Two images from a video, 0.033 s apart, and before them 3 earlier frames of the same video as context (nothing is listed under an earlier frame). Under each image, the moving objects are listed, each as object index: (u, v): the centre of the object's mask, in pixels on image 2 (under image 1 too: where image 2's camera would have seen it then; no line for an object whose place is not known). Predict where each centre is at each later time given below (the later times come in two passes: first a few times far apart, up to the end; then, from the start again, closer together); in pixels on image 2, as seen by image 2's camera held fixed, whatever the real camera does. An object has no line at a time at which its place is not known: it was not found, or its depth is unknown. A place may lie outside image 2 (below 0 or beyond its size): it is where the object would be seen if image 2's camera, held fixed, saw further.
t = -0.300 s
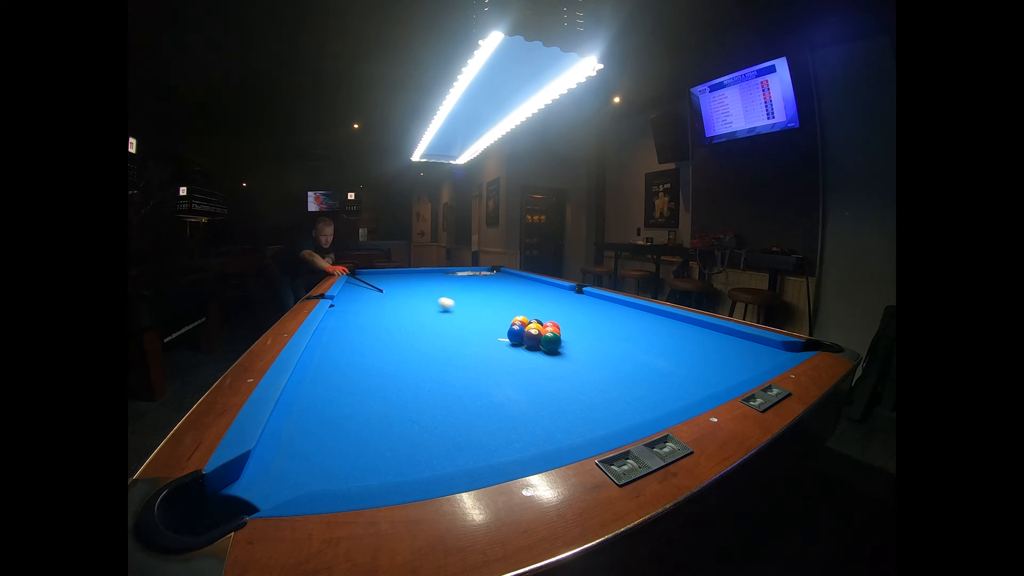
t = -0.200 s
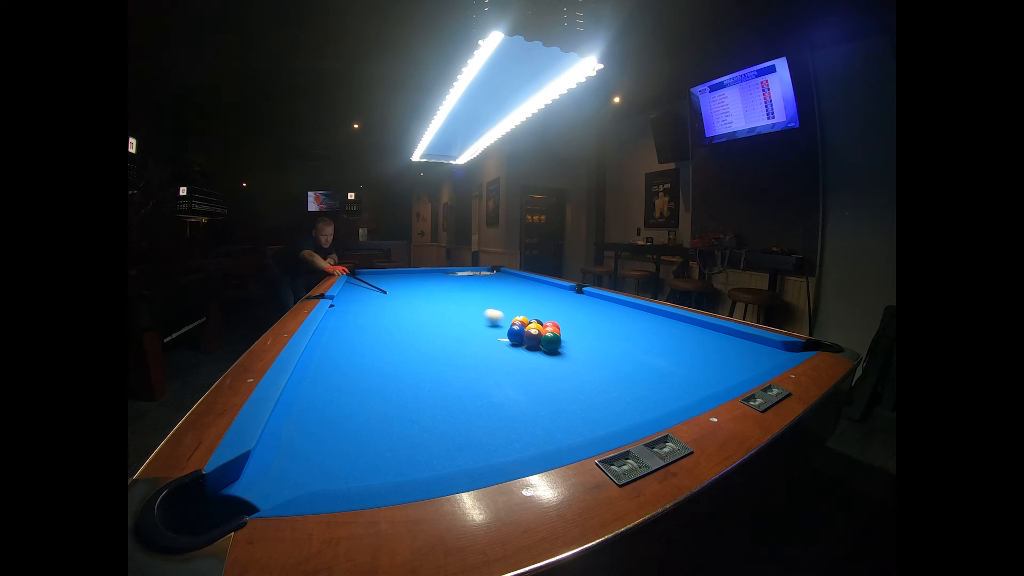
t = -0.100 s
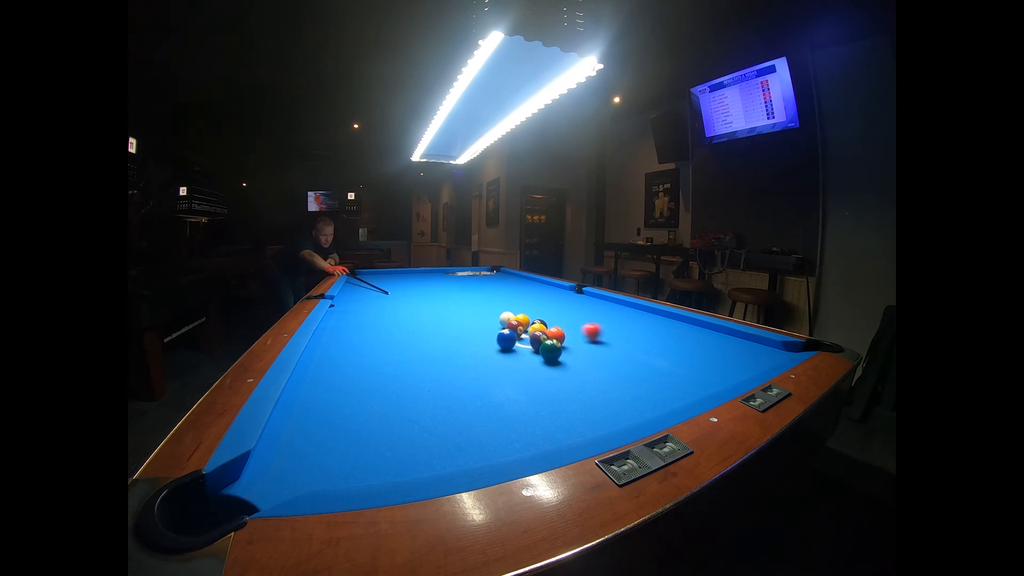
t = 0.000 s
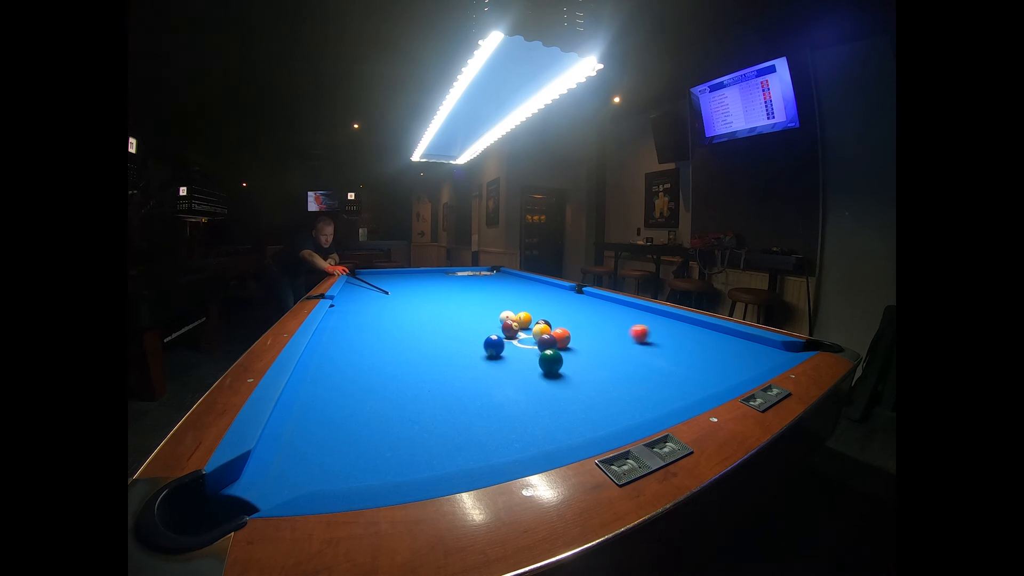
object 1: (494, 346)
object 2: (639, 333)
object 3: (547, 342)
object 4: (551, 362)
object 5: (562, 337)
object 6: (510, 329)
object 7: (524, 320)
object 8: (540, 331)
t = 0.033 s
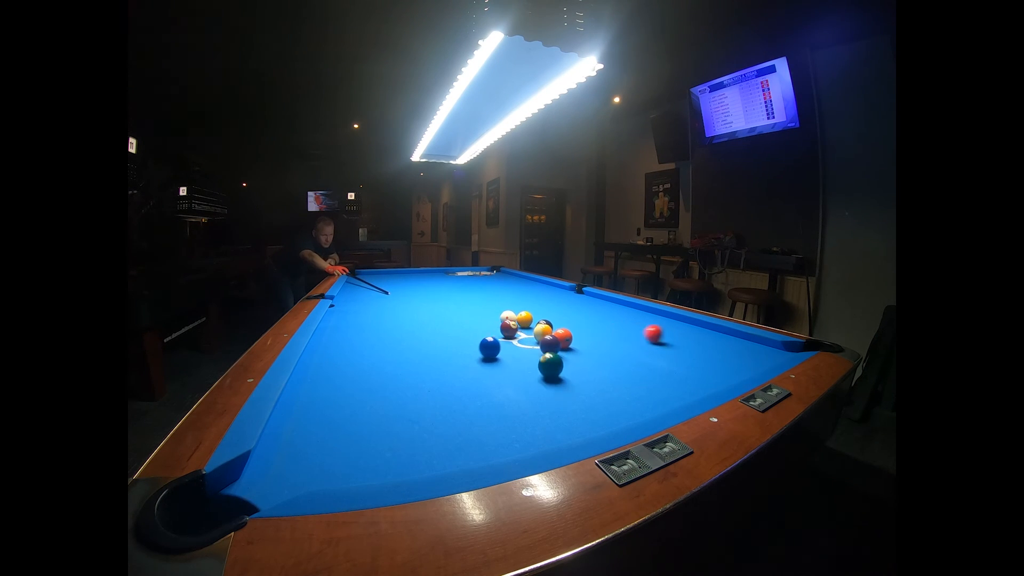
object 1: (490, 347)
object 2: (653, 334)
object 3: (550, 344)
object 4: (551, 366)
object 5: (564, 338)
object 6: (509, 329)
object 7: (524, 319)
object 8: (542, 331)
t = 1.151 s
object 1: (296, 446)
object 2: (697, 374)
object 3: (651, 384)
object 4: (426, 392)
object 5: (606, 346)
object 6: (478, 326)
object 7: (547, 303)
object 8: (568, 335)
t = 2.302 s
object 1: (417, 443)
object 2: (468, 378)
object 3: (665, 383)
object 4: (342, 351)
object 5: (616, 348)
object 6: (476, 325)
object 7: (558, 296)
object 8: (569, 335)
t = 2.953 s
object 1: (448, 425)
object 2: (361, 371)
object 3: (660, 380)
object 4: (321, 340)
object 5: (616, 348)
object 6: (476, 325)
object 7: (562, 294)
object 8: (568, 333)
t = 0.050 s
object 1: (487, 349)
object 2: (659, 334)
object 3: (551, 345)
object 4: (551, 368)
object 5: (565, 338)
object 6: (508, 329)
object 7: (525, 319)
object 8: (542, 332)
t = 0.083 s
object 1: (483, 351)
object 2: (672, 334)
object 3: (554, 347)
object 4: (551, 372)
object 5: (567, 338)
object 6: (507, 328)
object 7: (526, 318)
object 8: (544, 332)
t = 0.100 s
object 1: (480, 352)
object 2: (678, 334)
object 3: (555, 347)
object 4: (551, 374)
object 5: (567, 338)
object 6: (506, 328)
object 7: (526, 318)
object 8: (545, 332)
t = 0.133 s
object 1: (476, 354)
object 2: (690, 334)
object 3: (558, 348)
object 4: (550, 379)
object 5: (569, 337)
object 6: (505, 328)
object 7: (527, 317)
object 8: (546, 333)
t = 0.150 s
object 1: (473, 355)
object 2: (696, 334)
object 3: (559, 349)
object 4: (550, 381)
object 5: (570, 338)
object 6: (504, 328)
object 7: (528, 317)
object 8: (547, 333)
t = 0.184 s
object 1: (468, 357)
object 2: (707, 335)
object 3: (562, 350)
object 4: (550, 386)
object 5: (571, 338)
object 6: (503, 328)
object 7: (529, 316)
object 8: (548, 333)
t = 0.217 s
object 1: (463, 360)
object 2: (719, 335)
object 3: (565, 351)
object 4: (550, 392)
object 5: (573, 338)
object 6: (502, 328)
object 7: (529, 316)
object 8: (549, 333)
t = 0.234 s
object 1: (460, 361)
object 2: (724, 335)
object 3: (567, 352)
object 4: (550, 395)
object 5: (573, 338)
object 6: (501, 327)
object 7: (530, 316)
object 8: (550, 334)
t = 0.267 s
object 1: (455, 364)
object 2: (735, 335)
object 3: (569, 353)
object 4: (550, 400)
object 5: (575, 338)
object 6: (500, 328)
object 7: (530, 315)
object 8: (551, 334)
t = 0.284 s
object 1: (452, 365)
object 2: (740, 335)
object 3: (571, 353)
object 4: (550, 403)
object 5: (575, 338)
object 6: (499, 327)
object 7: (531, 315)
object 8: (551, 334)
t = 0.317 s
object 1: (446, 368)
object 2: (745, 336)
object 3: (574, 354)
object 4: (550, 411)
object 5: (577, 338)
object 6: (498, 327)
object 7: (532, 314)
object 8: (552, 334)
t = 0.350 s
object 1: (440, 370)
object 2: (745, 338)
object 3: (577, 355)
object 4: (549, 418)
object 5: (578, 339)
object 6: (497, 327)
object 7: (533, 313)
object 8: (553, 334)
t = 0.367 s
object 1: (437, 371)
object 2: (745, 339)
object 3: (578, 356)
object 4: (549, 422)
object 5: (579, 339)
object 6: (496, 327)
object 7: (533, 313)
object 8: (553, 334)
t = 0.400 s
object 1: (431, 374)
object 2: (745, 341)
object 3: (581, 357)
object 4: (549, 429)
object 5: (580, 340)
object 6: (495, 327)
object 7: (534, 313)
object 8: (554, 334)
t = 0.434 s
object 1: (425, 377)
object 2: (745, 343)
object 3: (584, 359)
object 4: (548, 434)
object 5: (581, 341)
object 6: (494, 327)
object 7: (534, 312)
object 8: (555, 334)
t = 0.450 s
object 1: (421, 378)
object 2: (746, 344)
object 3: (585, 359)
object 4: (546, 436)
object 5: (582, 341)
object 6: (494, 327)
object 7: (535, 312)
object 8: (556, 334)
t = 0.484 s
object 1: (415, 381)
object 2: (746, 346)
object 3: (589, 360)
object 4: (538, 435)
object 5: (583, 342)
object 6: (493, 327)
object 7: (535, 311)
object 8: (556, 334)
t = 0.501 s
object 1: (411, 382)
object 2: (747, 347)
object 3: (590, 361)
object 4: (534, 434)
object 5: (584, 342)
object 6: (492, 327)
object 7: (536, 311)
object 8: (557, 334)
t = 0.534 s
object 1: (404, 386)
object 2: (747, 349)
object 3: (593, 362)
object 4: (527, 433)
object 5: (585, 342)
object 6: (491, 327)
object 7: (536, 311)
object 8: (558, 334)
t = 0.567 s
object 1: (397, 389)
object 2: (748, 351)
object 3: (596, 363)
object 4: (520, 429)
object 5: (587, 343)
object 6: (490, 327)
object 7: (537, 310)
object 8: (558, 334)
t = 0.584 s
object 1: (393, 390)
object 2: (748, 352)
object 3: (598, 364)
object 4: (516, 428)
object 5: (588, 343)
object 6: (490, 327)
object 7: (538, 310)
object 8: (559, 334)
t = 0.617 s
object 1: (385, 394)
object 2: (749, 354)
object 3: (601, 365)
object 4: (509, 427)
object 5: (589, 344)
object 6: (489, 327)
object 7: (538, 309)
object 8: (560, 334)
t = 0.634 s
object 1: (381, 395)
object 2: (749, 355)
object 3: (602, 365)
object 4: (506, 425)
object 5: (590, 344)
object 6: (488, 327)
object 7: (538, 309)
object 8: (560, 334)
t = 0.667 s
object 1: (373, 399)
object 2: (750, 357)
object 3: (605, 367)
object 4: (499, 422)
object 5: (591, 344)
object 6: (487, 326)
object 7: (539, 309)
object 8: (561, 334)
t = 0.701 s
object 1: (365, 402)
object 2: (750, 360)
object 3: (608, 368)
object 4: (493, 419)
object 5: (592, 344)
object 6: (487, 327)
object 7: (540, 308)
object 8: (561, 334)
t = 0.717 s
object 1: (360, 404)
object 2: (751, 361)
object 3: (610, 369)
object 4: (490, 418)
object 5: (593, 344)
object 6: (486, 326)
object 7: (540, 308)
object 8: (562, 334)
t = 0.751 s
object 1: (352, 407)
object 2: (751, 363)
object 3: (613, 370)
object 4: (484, 417)
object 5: (594, 344)
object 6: (485, 326)
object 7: (541, 307)
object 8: (563, 335)
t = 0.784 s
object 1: (343, 411)
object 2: (752, 365)
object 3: (616, 371)
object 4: (478, 414)
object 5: (595, 345)
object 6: (485, 326)
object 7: (541, 307)
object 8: (563, 335)
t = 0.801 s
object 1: (338, 413)
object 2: (752, 365)
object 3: (618, 372)
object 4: (475, 413)
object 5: (596, 345)
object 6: (484, 326)
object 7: (541, 307)
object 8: (563, 335)
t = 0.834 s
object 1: (329, 417)
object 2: (750, 367)
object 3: (621, 373)
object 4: (470, 410)
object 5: (597, 345)
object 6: (484, 326)
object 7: (542, 307)
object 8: (564, 335)
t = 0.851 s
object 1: (324, 419)
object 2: (747, 368)
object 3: (623, 373)
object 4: (467, 410)
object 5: (597, 345)
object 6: (483, 326)
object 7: (542, 306)
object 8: (564, 335)
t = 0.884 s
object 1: (315, 422)
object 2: (742, 369)
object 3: (626, 375)
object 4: (462, 407)
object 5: (598, 345)
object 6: (483, 326)
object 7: (543, 306)
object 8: (565, 335)
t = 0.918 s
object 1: (305, 426)
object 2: (737, 370)
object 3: (629, 376)
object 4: (457, 405)
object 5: (599, 345)
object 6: (482, 326)
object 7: (543, 306)
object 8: (565, 335)
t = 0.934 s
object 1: (300, 429)
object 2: (734, 370)
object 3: (631, 376)
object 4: (454, 404)
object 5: (600, 345)
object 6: (482, 326)
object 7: (544, 306)
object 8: (565, 335)
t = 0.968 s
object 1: (290, 432)
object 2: (728, 371)
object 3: (634, 377)
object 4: (449, 402)
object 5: (601, 346)
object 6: (481, 326)
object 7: (544, 305)
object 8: (566, 335)
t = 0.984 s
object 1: (284, 435)
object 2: (726, 372)
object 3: (635, 378)
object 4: (447, 401)
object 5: (602, 346)
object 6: (481, 326)
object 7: (544, 305)
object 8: (566, 335)
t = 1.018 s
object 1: (278, 438)
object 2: (720, 373)
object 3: (639, 379)
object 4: (442, 399)
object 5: (603, 346)
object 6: (480, 326)
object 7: (545, 305)
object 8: (567, 335)
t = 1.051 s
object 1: (284, 441)
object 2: (714, 373)
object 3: (642, 380)
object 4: (438, 398)
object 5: (604, 346)
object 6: (480, 326)
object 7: (545, 304)
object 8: (567, 335)
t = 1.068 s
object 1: (286, 441)
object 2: (711, 373)
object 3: (643, 381)
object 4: (436, 396)
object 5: (604, 346)
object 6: (479, 326)
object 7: (545, 304)
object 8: (567, 335)
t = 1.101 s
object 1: (290, 443)
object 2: (705, 374)
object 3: (647, 382)
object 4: (432, 395)
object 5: (605, 346)
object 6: (479, 326)
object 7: (546, 304)
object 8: (568, 335)
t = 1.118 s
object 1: (292, 444)
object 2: (703, 374)
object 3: (648, 383)
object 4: (430, 394)
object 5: (605, 346)
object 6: (479, 326)
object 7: (546, 304)
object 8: (568, 335)
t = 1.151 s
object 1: (296, 446)
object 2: (697, 374)
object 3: (651, 384)
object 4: (426, 392)
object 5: (606, 346)
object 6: (478, 326)
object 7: (547, 303)
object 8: (568, 335)
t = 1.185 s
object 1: (300, 448)
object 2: (691, 375)
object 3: (654, 385)
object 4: (422, 390)
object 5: (607, 347)
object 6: (478, 326)
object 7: (547, 303)
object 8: (568, 335)
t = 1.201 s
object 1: (302, 449)
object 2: (687, 374)
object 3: (656, 386)
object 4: (420, 389)
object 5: (608, 347)
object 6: (478, 326)
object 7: (547, 303)
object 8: (568, 335)
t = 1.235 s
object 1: (306, 451)
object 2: (682, 375)
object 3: (659, 387)
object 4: (416, 387)
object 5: (608, 347)
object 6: (477, 326)
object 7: (548, 303)
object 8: (569, 335)
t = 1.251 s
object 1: (308, 452)
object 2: (679, 374)
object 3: (660, 387)
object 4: (414, 387)
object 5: (609, 347)
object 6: (477, 326)
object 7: (548, 302)
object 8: (569, 335)
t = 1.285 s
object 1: (313, 454)
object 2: (673, 372)
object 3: (664, 389)
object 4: (411, 385)
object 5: (610, 347)
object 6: (477, 326)
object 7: (548, 302)
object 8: (569, 335)
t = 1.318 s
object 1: (317, 456)
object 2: (665, 371)
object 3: (667, 390)
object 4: (407, 384)
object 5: (610, 347)
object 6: (477, 326)
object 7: (549, 302)
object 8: (569, 335)
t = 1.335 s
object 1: (319, 457)
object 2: (661, 372)
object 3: (668, 391)
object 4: (406, 383)
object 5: (610, 347)
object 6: (477, 326)
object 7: (549, 302)
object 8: (569, 335)
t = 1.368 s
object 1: (324, 459)
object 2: (654, 375)
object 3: (671, 392)
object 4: (402, 381)
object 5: (611, 347)
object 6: (476, 325)
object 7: (549, 301)
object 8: (569, 335)
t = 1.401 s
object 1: (328, 461)
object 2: (649, 377)
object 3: (674, 393)
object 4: (399, 380)
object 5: (612, 347)
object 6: (476, 325)
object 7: (550, 301)
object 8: (569, 335)
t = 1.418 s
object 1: (330, 462)
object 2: (646, 377)
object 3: (676, 393)
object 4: (398, 379)
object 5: (612, 347)
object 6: (476, 325)
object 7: (550, 301)
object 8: (569, 335)
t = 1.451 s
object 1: (335, 465)
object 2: (639, 377)
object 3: (679, 393)
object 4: (395, 378)
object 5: (613, 347)
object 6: (476, 325)
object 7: (550, 301)
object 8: (569, 335)
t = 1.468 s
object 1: (337, 465)
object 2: (636, 377)
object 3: (680, 393)
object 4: (393, 377)
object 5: (613, 347)
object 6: (476, 325)
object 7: (550, 301)
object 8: (569, 335)
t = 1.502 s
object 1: (341, 466)
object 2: (629, 378)
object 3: (683, 393)
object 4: (390, 376)
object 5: (613, 347)
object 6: (476, 325)
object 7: (551, 300)
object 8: (569, 335)
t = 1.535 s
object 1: (346, 468)
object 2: (623, 378)
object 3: (684, 393)
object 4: (388, 374)
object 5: (614, 348)
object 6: (476, 325)
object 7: (551, 300)
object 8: (569, 335)
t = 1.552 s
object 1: (348, 468)
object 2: (619, 378)
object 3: (683, 393)
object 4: (386, 374)
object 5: (614, 348)
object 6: (476, 325)
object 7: (551, 300)
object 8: (569, 335)
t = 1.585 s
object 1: (352, 469)
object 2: (613, 378)
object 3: (682, 393)
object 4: (384, 372)
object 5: (614, 348)
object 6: (476, 325)
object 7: (552, 300)
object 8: (569, 335)
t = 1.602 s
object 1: (354, 469)
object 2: (609, 378)
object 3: (682, 393)
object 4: (383, 372)
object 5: (615, 348)
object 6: (476, 325)
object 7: (552, 300)
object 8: (569, 335)
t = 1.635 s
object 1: (359, 470)
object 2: (602, 379)
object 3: (681, 392)
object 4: (380, 370)
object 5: (615, 348)
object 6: (476, 325)
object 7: (552, 299)
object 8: (569, 335)
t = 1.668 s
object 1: (363, 469)
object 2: (596, 378)
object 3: (680, 392)
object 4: (378, 369)
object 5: (615, 348)
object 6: (476, 325)
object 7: (552, 299)
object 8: (569, 335)
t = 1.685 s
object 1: (365, 468)
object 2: (592, 379)
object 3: (679, 392)
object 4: (376, 368)
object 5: (615, 348)
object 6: (476, 325)
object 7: (553, 299)
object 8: (569, 335)
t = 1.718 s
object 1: (368, 467)
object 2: (585, 379)
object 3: (679, 392)
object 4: (374, 367)
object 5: (615, 348)
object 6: (476, 325)
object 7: (553, 299)
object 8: (569, 335)
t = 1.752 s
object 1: (372, 466)
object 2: (578, 379)
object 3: (678, 391)
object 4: (372, 366)
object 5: (616, 348)
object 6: (476, 325)
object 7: (553, 299)
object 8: (569, 335)
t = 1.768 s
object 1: (374, 465)
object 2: (575, 379)
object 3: (677, 391)
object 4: (371, 366)
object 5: (616, 348)
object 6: (476, 325)
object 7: (553, 298)
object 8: (569, 335)
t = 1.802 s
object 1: (377, 464)
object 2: (568, 379)
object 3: (676, 391)
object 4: (368, 365)
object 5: (616, 348)
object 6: (476, 325)
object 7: (554, 298)
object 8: (569, 335)
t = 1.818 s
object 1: (379, 463)
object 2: (565, 379)
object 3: (676, 391)
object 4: (367, 364)
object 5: (616, 348)
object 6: (476, 325)
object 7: (554, 298)
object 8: (569, 335)
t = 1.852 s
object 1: (382, 462)
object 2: (558, 379)
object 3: (675, 390)
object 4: (365, 363)
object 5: (616, 348)
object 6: (476, 325)
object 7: (554, 298)
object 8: (569, 335)
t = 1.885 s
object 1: (385, 461)
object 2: (551, 379)
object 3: (674, 390)
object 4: (363, 362)
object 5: (616, 348)
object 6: (476, 325)
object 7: (554, 298)
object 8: (569, 335)
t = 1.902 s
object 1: (387, 460)
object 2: (547, 379)
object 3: (674, 389)
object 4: (362, 362)
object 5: (616, 348)
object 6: (476, 325)
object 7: (555, 298)
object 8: (569, 335)
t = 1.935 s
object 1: (390, 459)
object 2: (541, 380)
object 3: (673, 389)
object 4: (360, 361)
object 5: (616, 348)
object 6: (476, 325)
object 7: (555, 298)
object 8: (569, 335)
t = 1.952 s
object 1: (391, 458)
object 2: (537, 379)
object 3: (672, 388)
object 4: (359, 360)
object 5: (616, 348)
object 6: (476, 325)
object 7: (555, 298)
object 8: (569, 335)
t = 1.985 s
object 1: (394, 457)
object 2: (531, 379)
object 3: (672, 388)
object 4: (357, 359)
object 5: (616, 348)
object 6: (476, 325)
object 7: (555, 297)
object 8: (569, 335)
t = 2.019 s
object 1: (397, 456)
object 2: (524, 380)
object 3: (671, 387)
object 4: (356, 358)
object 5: (616, 348)
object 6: (476, 325)
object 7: (556, 297)
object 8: (569, 335)
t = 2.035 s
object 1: (398, 455)
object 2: (520, 379)
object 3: (670, 387)
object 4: (355, 358)
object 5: (616, 348)
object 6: (476, 325)
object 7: (556, 297)
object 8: (569, 335)
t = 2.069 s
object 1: (401, 453)
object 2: (514, 379)
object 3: (670, 387)
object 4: (353, 357)
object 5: (616, 348)
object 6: (476, 325)
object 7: (556, 297)
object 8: (569, 335)
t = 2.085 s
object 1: (402, 452)
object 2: (510, 379)
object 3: (669, 386)
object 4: (352, 357)
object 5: (616, 348)
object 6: (476, 325)
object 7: (556, 297)
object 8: (569, 335)
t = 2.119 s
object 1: (405, 451)
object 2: (504, 379)
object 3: (669, 386)
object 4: (350, 356)
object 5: (616, 348)
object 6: (476, 325)
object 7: (556, 297)
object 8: (569, 335)
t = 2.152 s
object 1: (407, 449)
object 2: (497, 379)
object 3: (668, 385)
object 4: (349, 355)
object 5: (616, 348)
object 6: (476, 325)
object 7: (557, 296)
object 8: (569, 335)
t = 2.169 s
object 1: (408, 449)
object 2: (494, 378)
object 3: (667, 385)
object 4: (348, 355)
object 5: (616, 348)
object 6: (476, 325)
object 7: (557, 296)
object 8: (569, 335)
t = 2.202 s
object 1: (411, 447)
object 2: (487, 378)
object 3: (667, 385)
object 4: (347, 354)
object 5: (616, 348)
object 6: (476, 325)
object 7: (557, 296)
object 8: (569, 335)
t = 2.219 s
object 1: (412, 446)
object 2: (484, 378)
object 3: (667, 384)
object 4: (346, 354)
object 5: (616, 348)
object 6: (476, 325)
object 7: (557, 296)
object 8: (569, 335)
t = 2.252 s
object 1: (414, 445)
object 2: (478, 378)
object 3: (666, 384)
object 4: (344, 353)
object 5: (616, 348)
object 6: (476, 325)
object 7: (557, 296)
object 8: (569, 335)
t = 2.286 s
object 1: (416, 444)
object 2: (471, 378)
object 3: (665, 383)
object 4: (343, 352)
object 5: (616, 348)
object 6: (476, 325)
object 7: (558, 296)
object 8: (569, 335)
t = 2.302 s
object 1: (417, 443)
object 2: (468, 378)
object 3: (665, 383)
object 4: (342, 351)
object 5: (616, 348)
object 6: (476, 325)
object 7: (558, 296)
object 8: (569, 335)
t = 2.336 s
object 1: (419, 442)
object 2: (462, 377)
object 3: (665, 383)
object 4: (341, 351)
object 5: (616, 348)
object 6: (476, 325)
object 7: (558, 296)
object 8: (569, 335)
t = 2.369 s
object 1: (421, 441)
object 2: (456, 377)
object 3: (664, 383)
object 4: (339, 350)
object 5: (616, 348)
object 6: (476, 325)
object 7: (558, 296)
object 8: (569, 335)
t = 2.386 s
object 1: (422, 440)
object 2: (453, 377)
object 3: (664, 383)
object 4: (339, 350)
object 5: (616, 348)
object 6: (476, 325)
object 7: (558, 296)
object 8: (569, 335)
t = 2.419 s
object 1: (424, 439)
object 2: (447, 377)
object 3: (663, 382)
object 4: (338, 349)
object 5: (616, 348)
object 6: (476, 325)
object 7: (559, 295)
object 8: (569, 335)
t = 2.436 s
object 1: (425, 439)
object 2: (444, 377)
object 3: (663, 382)
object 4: (337, 349)
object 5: (616, 348)
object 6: (476, 325)
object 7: (559, 295)
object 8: (569, 335)
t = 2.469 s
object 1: (427, 437)
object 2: (438, 376)
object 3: (663, 382)
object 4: (336, 348)
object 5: (616, 348)
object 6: (476, 325)
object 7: (559, 295)
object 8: (569, 335)
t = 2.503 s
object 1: (428, 436)
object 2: (432, 376)
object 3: (662, 382)
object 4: (335, 347)
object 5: (616, 348)
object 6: (476, 325)
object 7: (559, 295)
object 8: (569, 335)
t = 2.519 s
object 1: (429, 435)
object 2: (429, 376)
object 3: (662, 382)
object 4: (334, 347)
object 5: (616, 348)
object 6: (476, 325)
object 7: (559, 295)
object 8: (569, 335)
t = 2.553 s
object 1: (431, 434)
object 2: (423, 376)
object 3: (662, 382)
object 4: (333, 346)
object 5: (616, 348)
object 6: (476, 325)
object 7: (559, 295)
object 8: (569, 335)
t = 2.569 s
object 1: (432, 434)
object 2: (421, 375)
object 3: (662, 381)
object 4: (332, 346)
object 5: (616, 348)
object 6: (476, 325)
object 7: (559, 295)
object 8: (569, 335)
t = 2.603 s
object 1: (434, 433)
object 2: (415, 375)
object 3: (661, 381)
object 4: (331, 345)
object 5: (616, 348)
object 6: (476, 325)
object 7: (560, 295)
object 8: (569, 335)
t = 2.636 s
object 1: (435, 432)
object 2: (409, 375)
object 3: (661, 381)
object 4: (330, 345)
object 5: (616, 348)
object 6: (476, 325)
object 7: (560, 295)
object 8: (569, 335)
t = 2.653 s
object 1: (436, 432)
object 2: (407, 374)
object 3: (661, 381)
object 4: (330, 344)
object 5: (616, 348)
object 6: (476, 325)
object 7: (560, 295)
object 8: (569, 335)
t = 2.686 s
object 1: (437, 431)
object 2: (401, 374)
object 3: (661, 381)
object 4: (329, 344)
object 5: (616, 348)
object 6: (476, 325)
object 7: (560, 294)
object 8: (569, 335)
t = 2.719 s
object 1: (439, 430)
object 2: (396, 374)
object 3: (661, 381)
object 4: (328, 343)
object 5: (616, 348)
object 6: (476, 325)
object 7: (560, 294)
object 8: (569, 335)
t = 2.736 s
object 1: (440, 430)
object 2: (393, 374)
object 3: (661, 381)
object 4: (327, 343)
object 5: (616, 348)
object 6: (476, 325)
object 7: (560, 294)
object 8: (569, 335)
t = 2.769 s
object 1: (441, 429)
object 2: (388, 373)
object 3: (660, 381)
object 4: (326, 343)
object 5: (616, 348)
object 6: (476, 325)
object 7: (560, 294)
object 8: (569, 335)
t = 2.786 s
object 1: (442, 429)
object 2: (386, 373)
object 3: (660, 381)
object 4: (326, 342)
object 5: (616, 348)
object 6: (476, 325)
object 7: (561, 294)
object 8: (569, 335)
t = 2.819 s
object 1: (443, 428)
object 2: (381, 373)
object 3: (660, 381)
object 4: (325, 342)
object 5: (616, 348)
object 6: (476, 325)
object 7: (561, 294)
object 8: (569, 335)
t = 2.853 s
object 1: (444, 427)
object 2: (376, 372)
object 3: (660, 381)
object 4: (324, 341)
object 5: (616, 348)
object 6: (476, 325)
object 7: (561, 294)
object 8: (568, 333)
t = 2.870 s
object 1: (445, 427)
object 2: (373, 372)
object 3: (660, 381)
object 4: (323, 341)
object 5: (616, 348)
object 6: (476, 325)
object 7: (561, 294)
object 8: (568, 333)
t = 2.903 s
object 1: (446, 426)
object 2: (369, 372)
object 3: (660, 381)
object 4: (322, 341)
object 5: (616, 348)
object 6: (476, 326)
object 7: (561, 294)
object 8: (568, 333)
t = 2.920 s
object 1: (447, 426)
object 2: (366, 371)
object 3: (660, 380)
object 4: (322, 340)
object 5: (616, 348)
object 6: (476, 326)
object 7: (561, 294)
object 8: (568, 333)
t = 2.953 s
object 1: (448, 425)
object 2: (361, 371)
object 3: (660, 380)
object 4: (321, 340)
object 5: (616, 348)
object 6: (476, 325)
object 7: (562, 294)
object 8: (568, 333)
